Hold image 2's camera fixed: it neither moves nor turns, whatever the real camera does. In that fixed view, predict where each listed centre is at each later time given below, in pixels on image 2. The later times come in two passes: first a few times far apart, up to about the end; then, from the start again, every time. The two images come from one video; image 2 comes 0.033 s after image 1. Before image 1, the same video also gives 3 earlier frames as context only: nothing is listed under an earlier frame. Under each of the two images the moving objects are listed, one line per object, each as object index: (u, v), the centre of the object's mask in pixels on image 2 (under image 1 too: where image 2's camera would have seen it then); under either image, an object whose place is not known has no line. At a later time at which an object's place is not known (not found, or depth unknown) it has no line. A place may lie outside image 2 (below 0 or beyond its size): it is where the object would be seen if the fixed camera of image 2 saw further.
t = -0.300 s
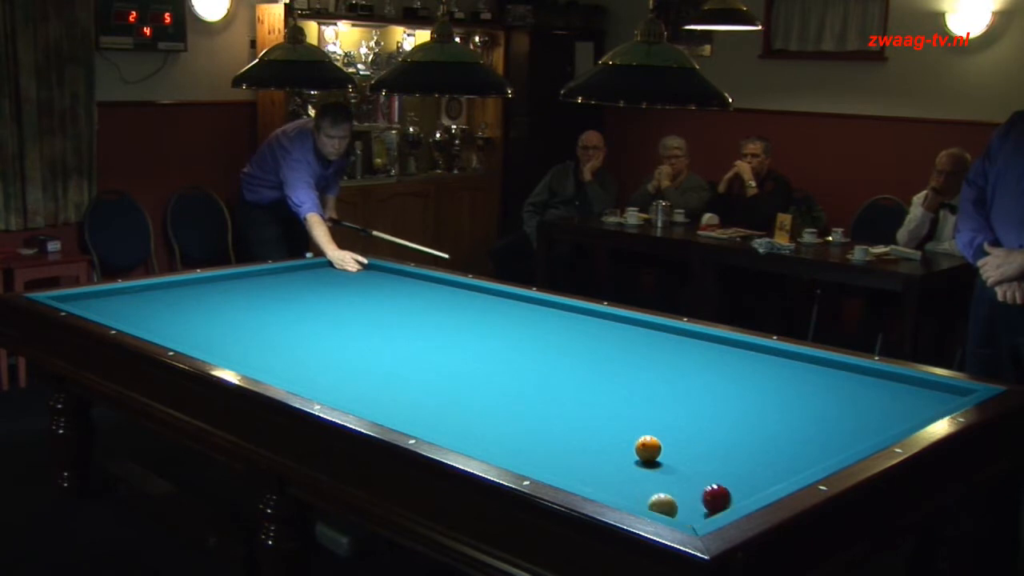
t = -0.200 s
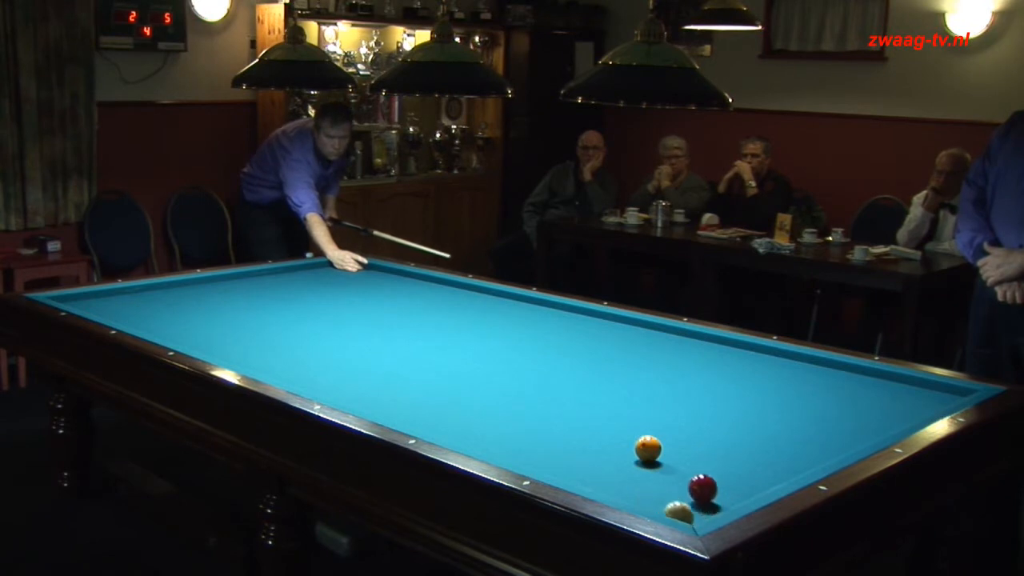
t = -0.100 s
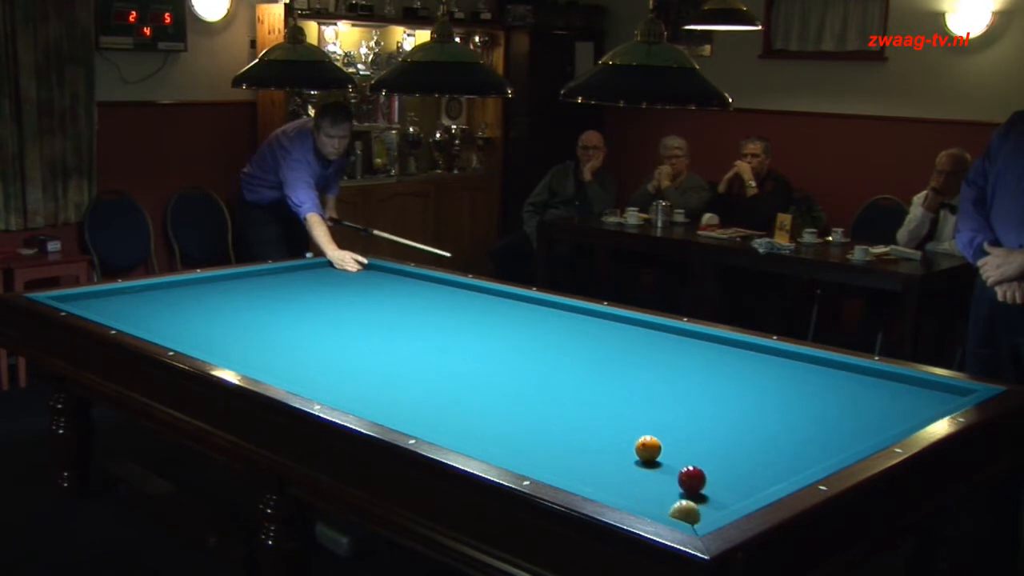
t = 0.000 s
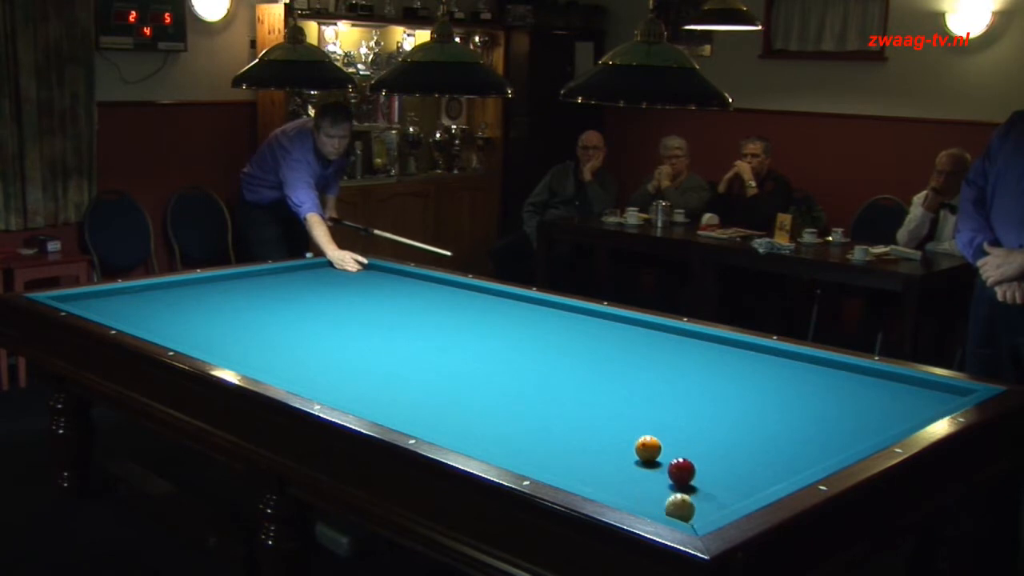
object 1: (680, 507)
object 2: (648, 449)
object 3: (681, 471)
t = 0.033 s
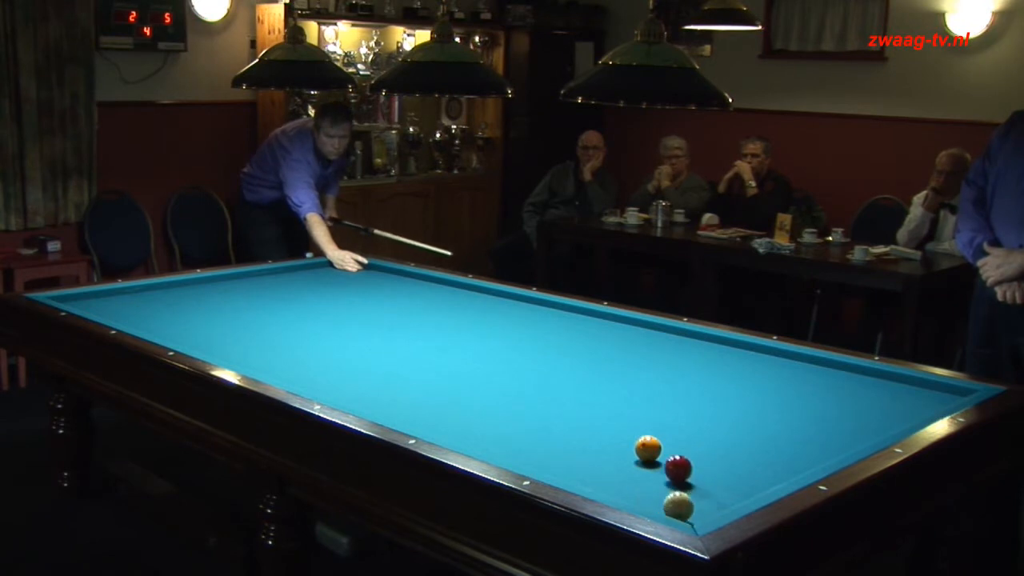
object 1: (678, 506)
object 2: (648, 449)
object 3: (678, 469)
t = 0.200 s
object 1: (671, 497)
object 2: (644, 447)
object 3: (663, 458)
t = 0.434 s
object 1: (663, 484)
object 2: (629, 437)
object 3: (663, 452)
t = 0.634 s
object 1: (656, 474)
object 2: (617, 429)
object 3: (663, 448)
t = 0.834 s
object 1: (650, 465)
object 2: (605, 422)
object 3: (662, 444)
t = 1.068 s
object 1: (644, 456)
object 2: (592, 414)
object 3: (662, 441)
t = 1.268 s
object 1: (639, 448)
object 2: (582, 407)
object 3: (662, 438)
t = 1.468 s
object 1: (634, 440)
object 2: (573, 401)
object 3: (661, 436)
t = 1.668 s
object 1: (629, 433)
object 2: (564, 396)
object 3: (661, 434)
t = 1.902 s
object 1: (625, 426)
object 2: (554, 390)
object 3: (661, 431)
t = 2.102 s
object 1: (621, 420)
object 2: (547, 385)
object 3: (661, 430)
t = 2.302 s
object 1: (617, 415)
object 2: (540, 380)
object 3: (661, 428)
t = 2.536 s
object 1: (613, 409)
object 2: (533, 376)
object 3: (661, 426)
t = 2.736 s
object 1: (610, 404)
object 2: (527, 372)
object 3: (661, 425)
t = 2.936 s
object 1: (607, 400)
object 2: (522, 368)
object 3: (661, 424)
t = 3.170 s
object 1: (604, 395)
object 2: (516, 364)
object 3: (661, 424)
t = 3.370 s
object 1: (602, 391)
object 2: (511, 361)
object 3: (661, 423)
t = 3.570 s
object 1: (600, 388)
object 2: (507, 358)
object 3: (661, 422)
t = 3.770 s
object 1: (598, 385)
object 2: (503, 355)
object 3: (661, 422)
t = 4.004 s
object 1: (596, 381)
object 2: (499, 352)
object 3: (661, 422)
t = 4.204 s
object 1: (595, 379)
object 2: (496, 350)
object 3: (661, 422)
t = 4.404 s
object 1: (593, 376)
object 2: (493, 348)
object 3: (661, 422)
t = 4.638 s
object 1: (592, 373)
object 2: (490, 345)
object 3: (662, 422)
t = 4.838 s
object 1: (591, 371)
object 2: (488, 344)
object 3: (661, 422)
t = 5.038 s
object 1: (591, 370)
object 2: (485, 342)
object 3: (662, 422)
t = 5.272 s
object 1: (589, 368)
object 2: (483, 340)
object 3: (662, 422)
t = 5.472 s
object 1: (589, 366)
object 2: (482, 339)
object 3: (662, 422)
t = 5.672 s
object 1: (588, 365)
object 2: (480, 338)
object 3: (661, 422)
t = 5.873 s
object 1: (588, 364)
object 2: (479, 337)
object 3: (662, 422)
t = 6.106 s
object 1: (588, 363)
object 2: (478, 336)
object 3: (662, 422)
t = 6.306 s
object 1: (588, 362)
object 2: (477, 336)
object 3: (662, 422)
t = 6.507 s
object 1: (588, 362)
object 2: (476, 335)
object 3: (661, 422)
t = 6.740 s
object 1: (588, 361)
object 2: (476, 334)
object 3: (662, 422)
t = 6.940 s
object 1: (588, 361)
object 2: (476, 334)
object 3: (662, 422)
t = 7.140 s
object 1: (588, 361)
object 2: (475, 334)
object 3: (661, 422)
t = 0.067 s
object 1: (677, 504)
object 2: (648, 449)
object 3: (674, 465)
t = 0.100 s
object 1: (675, 502)
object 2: (648, 449)
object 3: (671, 463)
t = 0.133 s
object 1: (674, 501)
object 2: (647, 448)
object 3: (668, 461)
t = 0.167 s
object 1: (673, 499)
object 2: (646, 447)
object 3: (665, 459)
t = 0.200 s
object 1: (671, 497)
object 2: (644, 447)
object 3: (663, 458)
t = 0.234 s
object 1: (670, 495)
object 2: (643, 445)
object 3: (664, 457)
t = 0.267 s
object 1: (669, 494)
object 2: (640, 444)
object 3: (664, 456)
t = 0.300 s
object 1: (668, 491)
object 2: (638, 443)
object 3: (663, 455)
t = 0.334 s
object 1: (667, 490)
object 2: (636, 441)
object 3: (663, 455)
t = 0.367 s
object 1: (665, 488)
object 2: (634, 440)
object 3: (663, 453)
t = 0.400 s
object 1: (664, 486)
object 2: (632, 438)
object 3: (663, 452)
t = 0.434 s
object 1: (663, 484)
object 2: (629, 437)
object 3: (663, 452)
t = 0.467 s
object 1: (662, 483)
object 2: (627, 436)
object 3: (663, 452)
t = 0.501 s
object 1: (661, 481)
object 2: (625, 434)
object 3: (663, 451)
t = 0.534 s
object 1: (660, 479)
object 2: (623, 433)
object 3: (663, 450)
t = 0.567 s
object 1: (659, 478)
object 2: (621, 432)
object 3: (663, 449)
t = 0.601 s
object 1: (657, 476)
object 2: (619, 431)
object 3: (663, 449)
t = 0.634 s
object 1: (656, 474)
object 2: (617, 429)
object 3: (663, 448)
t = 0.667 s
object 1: (655, 473)
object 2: (615, 428)
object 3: (662, 447)
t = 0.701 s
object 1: (654, 471)
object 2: (613, 426)
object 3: (662, 447)
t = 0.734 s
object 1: (653, 470)
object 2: (611, 425)
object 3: (662, 446)
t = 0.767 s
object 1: (652, 468)
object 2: (609, 424)
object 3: (662, 445)
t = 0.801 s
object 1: (651, 467)
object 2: (607, 423)
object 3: (663, 445)
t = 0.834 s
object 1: (650, 465)
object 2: (605, 422)
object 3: (662, 444)
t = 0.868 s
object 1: (649, 464)
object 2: (603, 420)
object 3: (662, 444)
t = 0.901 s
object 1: (648, 462)
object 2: (601, 419)
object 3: (662, 443)
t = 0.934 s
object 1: (647, 461)
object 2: (599, 418)
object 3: (662, 442)
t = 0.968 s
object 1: (646, 460)
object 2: (597, 417)
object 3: (662, 442)
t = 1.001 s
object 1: (646, 458)
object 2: (596, 416)
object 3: (662, 441)
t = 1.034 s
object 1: (645, 457)
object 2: (594, 415)
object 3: (662, 441)
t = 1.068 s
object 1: (644, 456)
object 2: (592, 414)
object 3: (662, 441)
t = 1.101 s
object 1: (643, 454)
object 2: (591, 412)
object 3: (662, 440)
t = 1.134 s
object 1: (642, 452)
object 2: (589, 411)
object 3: (662, 440)
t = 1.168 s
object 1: (641, 451)
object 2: (587, 410)
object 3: (662, 439)
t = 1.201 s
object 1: (640, 450)
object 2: (585, 409)
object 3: (662, 439)
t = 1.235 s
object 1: (640, 449)
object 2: (584, 408)
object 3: (662, 439)
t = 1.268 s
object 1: (639, 448)
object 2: (582, 407)
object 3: (662, 438)
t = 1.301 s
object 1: (638, 446)
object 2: (580, 406)
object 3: (661, 438)
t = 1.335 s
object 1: (637, 445)
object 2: (579, 405)
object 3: (661, 437)
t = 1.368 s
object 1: (636, 444)
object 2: (577, 404)
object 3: (661, 437)
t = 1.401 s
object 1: (636, 443)
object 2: (576, 403)
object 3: (661, 437)
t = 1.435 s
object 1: (635, 441)
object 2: (574, 402)
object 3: (661, 436)
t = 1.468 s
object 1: (634, 440)
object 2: (573, 401)
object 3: (661, 436)
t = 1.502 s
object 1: (633, 439)
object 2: (571, 400)
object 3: (661, 435)
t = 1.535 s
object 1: (633, 438)
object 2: (569, 399)
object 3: (661, 435)
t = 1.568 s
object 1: (632, 437)
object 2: (568, 398)
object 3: (661, 435)
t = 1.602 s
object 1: (631, 436)
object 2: (566, 397)
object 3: (661, 434)
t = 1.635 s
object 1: (630, 435)
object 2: (565, 397)
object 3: (661, 434)
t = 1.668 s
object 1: (629, 433)
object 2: (564, 396)
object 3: (661, 434)
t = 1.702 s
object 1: (629, 432)
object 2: (562, 395)
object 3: (661, 433)
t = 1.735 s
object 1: (628, 431)
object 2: (561, 394)
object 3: (661, 433)
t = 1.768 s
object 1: (628, 430)
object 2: (560, 393)
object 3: (661, 433)
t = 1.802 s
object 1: (627, 429)
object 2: (558, 392)
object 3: (661, 432)
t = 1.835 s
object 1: (626, 428)
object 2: (557, 391)
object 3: (661, 432)
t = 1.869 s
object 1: (625, 427)
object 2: (556, 391)
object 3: (661, 432)
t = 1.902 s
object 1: (625, 426)
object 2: (554, 390)
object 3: (661, 431)
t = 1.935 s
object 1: (624, 425)
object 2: (553, 389)
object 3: (661, 431)
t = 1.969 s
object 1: (623, 424)
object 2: (552, 388)
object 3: (661, 431)
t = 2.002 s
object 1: (623, 423)
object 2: (551, 387)
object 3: (661, 430)
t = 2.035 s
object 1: (622, 423)
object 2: (549, 386)
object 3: (661, 430)
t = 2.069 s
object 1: (621, 421)
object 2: (548, 386)
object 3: (661, 430)
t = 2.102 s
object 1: (621, 420)
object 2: (547, 385)
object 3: (661, 430)
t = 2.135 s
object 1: (620, 420)
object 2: (546, 384)
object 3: (661, 429)
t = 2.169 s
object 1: (620, 419)
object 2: (545, 383)
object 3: (661, 429)
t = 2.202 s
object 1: (619, 417)
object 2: (544, 383)
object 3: (661, 429)
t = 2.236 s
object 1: (618, 417)
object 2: (542, 382)
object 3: (661, 429)
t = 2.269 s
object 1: (618, 416)
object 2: (541, 381)
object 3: (661, 428)
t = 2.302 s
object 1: (617, 415)
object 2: (540, 380)
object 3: (661, 428)
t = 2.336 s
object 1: (617, 414)
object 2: (539, 380)
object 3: (661, 428)
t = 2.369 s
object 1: (616, 413)
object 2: (538, 379)
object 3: (661, 428)
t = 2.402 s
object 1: (616, 412)
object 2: (537, 378)
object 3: (661, 427)
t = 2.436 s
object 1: (615, 411)
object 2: (536, 377)
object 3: (661, 427)
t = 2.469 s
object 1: (614, 410)
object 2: (535, 377)
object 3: (661, 427)
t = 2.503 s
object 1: (614, 410)
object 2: (534, 376)
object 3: (661, 427)
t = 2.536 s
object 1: (613, 409)
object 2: (533, 376)
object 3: (661, 426)
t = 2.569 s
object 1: (613, 408)
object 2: (532, 375)
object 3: (661, 426)
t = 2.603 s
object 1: (612, 407)
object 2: (531, 374)
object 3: (661, 426)
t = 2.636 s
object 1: (612, 407)
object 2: (530, 374)
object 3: (661, 426)
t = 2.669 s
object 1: (611, 406)
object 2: (529, 373)
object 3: (661, 425)
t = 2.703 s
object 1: (611, 405)
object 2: (528, 372)
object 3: (661, 425)
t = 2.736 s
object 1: (610, 404)
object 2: (527, 372)
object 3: (661, 425)
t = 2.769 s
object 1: (610, 404)
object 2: (526, 371)
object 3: (661, 425)
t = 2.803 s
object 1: (609, 403)
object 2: (525, 371)
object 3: (661, 425)
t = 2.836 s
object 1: (609, 402)
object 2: (524, 370)
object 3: (661, 425)
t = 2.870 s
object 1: (608, 401)
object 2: (523, 369)
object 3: (661, 425)
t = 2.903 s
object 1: (608, 400)
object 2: (522, 369)
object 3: (661, 424)
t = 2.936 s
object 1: (607, 400)
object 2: (522, 368)
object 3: (661, 424)
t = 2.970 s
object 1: (607, 399)
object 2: (521, 367)
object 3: (661, 424)
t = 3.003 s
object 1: (606, 399)
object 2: (520, 367)
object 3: (661, 424)
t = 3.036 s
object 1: (606, 398)
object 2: (519, 366)
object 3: (661, 424)
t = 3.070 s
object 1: (605, 397)
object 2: (518, 366)
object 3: (661, 424)
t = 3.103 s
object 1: (605, 397)
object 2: (517, 365)
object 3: (661, 424)
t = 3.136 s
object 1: (605, 396)
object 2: (516, 365)
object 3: (661, 424)
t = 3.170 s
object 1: (604, 395)
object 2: (516, 364)
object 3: (661, 424)
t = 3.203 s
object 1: (604, 395)
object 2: (515, 364)
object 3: (661, 423)
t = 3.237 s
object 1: (603, 394)
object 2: (514, 363)
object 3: (661, 424)
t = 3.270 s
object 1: (603, 393)
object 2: (513, 362)
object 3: (661, 423)
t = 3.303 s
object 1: (603, 393)
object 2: (513, 362)
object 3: (661, 423)
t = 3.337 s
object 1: (602, 392)
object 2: (512, 361)
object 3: (661, 423)
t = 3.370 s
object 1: (602, 391)
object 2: (511, 361)
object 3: (661, 423)
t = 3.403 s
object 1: (601, 391)
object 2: (510, 360)
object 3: (661, 423)
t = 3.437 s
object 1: (601, 390)
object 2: (510, 360)
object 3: (661, 423)
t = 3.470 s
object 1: (601, 390)
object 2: (509, 359)
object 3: (661, 423)
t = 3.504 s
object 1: (600, 389)
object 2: (508, 359)
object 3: (661, 423)
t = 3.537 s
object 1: (600, 388)
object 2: (508, 359)
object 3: (661, 422)
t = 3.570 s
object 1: (600, 388)
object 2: (507, 358)
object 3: (661, 422)
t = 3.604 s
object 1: (599, 387)
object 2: (506, 358)
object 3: (661, 422)
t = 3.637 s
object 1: (599, 387)
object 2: (506, 357)
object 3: (661, 422)
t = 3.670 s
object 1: (599, 386)
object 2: (505, 357)
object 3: (661, 422)
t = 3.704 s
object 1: (598, 386)
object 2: (504, 356)
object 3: (661, 422)
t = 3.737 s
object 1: (598, 385)
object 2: (504, 356)
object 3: (661, 422)
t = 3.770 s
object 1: (598, 385)
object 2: (503, 355)
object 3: (661, 422)
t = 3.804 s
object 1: (597, 384)
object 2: (502, 355)
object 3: (661, 422)
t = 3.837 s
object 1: (597, 384)
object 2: (502, 355)
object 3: (661, 422)
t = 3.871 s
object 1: (597, 383)
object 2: (501, 354)
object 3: (661, 422)
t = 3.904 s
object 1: (597, 383)
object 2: (501, 354)
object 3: (661, 422)
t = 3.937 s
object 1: (596, 382)
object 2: (500, 353)
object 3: (661, 422)
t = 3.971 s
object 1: (596, 382)
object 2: (499, 353)
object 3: (661, 422)
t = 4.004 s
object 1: (596, 381)
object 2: (499, 352)
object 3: (661, 422)
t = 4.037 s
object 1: (595, 381)
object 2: (499, 352)
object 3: (661, 422)
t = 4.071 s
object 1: (595, 380)
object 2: (498, 352)
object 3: (661, 422)
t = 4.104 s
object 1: (595, 380)
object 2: (498, 351)
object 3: (661, 422)
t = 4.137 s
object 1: (595, 379)
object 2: (497, 351)
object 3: (661, 422)
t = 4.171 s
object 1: (595, 379)
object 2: (496, 351)
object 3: (661, 422)
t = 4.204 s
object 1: (595, 379)
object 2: (496, 350)
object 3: (661, 422)
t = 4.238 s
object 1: (594, 378)
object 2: (495, 350)
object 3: (661, 422)
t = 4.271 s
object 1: (594, 378)
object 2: (495, 349)
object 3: (661, 422)
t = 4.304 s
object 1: (594, 377)
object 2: (494, 349)
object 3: (661, 422)
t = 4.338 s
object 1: (594, 377)
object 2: (494, 349)
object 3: (661, 422)
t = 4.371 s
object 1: (594, 377)
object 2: (493, 348)
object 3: (661, 422)
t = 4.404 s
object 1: (593, 376)
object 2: (493, 348)
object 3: (661, 422)
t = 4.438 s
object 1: (593, 376)
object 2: (492, 348)
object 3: (661, 422)
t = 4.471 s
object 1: (593, 375)
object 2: (492, 347)
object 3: (661, 422)
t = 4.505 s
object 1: (593, 375)
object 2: (492, 347)
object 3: (662, 422)
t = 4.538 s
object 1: (593, 374)
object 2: (491, 347)
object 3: (662, 422)
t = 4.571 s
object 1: (593, 374)
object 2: (491, 346)
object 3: (661, 422)
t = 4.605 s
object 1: (592, 374)
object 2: (490, 346)
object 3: (661, 422)
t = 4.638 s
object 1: (592, 373)
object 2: (490, 345)
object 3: (662, 422)
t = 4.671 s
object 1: (592, 373)
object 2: (489, 345)
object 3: (662, 422)
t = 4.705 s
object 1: (592, 373)
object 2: (489, 345)
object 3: (662, 422)
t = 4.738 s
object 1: (592, 372)
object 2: (489, 345)
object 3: (661, 422)
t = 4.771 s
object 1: (592, 372)
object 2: (488, 344)
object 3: (661, 422)
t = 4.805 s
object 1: (591, 372)
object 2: (488, 344)
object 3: (661, 422)
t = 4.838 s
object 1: (591, 371)
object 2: (488, 344)
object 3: (661, 422)
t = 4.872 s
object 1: (591, 371)
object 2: (487, 343)
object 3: (661, 422)
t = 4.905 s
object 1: (591, 371)
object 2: (487, 343)
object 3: (662, 422)
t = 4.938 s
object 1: (591, 371)
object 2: (486, 343)
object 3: (661, 422)
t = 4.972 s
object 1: (591, 370)
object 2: (486, 343)
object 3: (661, 422)
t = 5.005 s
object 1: (590, 370)
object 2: (486, 342)
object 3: (661, 422)
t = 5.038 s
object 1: (591, 370)
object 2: (485, 342)
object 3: (662, 422)
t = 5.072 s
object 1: (590, 369)
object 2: (485, 342)
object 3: (662, 422)
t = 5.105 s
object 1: (590, 369)
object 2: (485, 342)
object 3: (661, 422)
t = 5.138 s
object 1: (590, 369)
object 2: (484, 341)
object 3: (662, 422)
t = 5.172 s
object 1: (590, 368)
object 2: (484, 341)
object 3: (661, 422)
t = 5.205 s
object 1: (590, 368)
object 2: (484, 341)
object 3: (662, 422)
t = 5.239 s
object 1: (589, 368)
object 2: (483, 341)
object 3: (661, 422)
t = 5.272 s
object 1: (589, 368)
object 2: (483, 340)
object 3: (662, 422)
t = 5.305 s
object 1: (589, 367)
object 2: (483, 340)
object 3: (661, 422)
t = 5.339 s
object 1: (589, 367)
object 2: (483, 340)
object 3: (662, 422)
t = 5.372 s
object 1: (589, 367)
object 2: (482, 340)
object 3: (661, 422)
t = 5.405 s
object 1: (589, 367)
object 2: (482, 340)
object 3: (661, 422)
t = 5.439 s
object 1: (589, 367)
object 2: (482, 339)
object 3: (661, 422)
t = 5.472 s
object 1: (589, 366)
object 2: (482, 339)
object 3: (662, 422)
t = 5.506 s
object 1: (589, 366)
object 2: (482, 339)
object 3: (662, 422)
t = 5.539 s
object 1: (589, 366)
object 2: (481, 339)
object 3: (662, 422)
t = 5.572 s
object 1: (589, 366)
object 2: (481, 339)
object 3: (661, 422)
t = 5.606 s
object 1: (589, 365)
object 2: (481, 339)
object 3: (661, 422)
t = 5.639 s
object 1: (589, 365)
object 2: (481, 338)
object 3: (661, 422)
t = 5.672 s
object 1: (588, 365)
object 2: (480, 338)
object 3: (661, 422)
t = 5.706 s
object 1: (588, 365)
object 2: (480, 338)
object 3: (662, 422)
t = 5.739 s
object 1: (588, 364)
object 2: (480, 338)
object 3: (662, 422)
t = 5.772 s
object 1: (588, 364)
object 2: (480, 338)
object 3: (661, 422)
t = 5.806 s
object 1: (588, 364)
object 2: (479, 337)
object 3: (661, 422)
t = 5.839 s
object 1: (588, 364)
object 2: (479, 337)
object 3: (661, 422)
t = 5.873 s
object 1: (588, 364)
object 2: (479, 337)
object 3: (662, 422)
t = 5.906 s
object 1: (588, 364)
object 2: (479, 337)
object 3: (662, 422)
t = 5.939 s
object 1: (588, 364)
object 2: (479, 337)
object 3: (661, 422)
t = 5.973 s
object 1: (588, 363)
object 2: (479, 337)
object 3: (662, 422)
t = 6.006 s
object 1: (588, 363)
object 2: (478, 336)
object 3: (661, 422)
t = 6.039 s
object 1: (588, 363)
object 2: (478, 336)
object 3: (661, 422)
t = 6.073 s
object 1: (588, 363)
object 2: (478, 336)
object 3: (661, 422)
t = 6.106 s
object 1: (588, 363)
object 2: (478, 336)
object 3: (662, 422)
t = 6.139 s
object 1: (588, 362)
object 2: (477, 336)
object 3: (662, 422)
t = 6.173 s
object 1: (588, 362)
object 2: (477, 336)
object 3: (661, 422)
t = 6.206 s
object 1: (588, 362)
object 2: (477, 336)
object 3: (661, 422)
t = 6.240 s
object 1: (588, 362)
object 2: (477, 336)
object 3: (661, 422)
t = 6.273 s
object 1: (588, 362)
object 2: (477, 336)
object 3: (662, 422)
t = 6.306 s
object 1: (588, 362)
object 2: (477, 336)
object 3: (662, 422)
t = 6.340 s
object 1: (588, 362)
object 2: (477, 336)
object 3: (661, 422)
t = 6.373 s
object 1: (588, 362)
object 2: (477, 335)
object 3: (661, 422)
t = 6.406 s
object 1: (588, 362)
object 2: (477, 335)
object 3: (662, 422)
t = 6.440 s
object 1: (588, 362)
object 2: (477, 335)
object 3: (662, 422)
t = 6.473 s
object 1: (588, 362)
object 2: (476, 335)
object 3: (661, 422)
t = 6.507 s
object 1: (588, 362)
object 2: (476, 335)
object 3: (661, 422)
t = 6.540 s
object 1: (588, 361)
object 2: (476, 335)
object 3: (661, 422)
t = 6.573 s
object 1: (588, 361)
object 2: (476, 335)
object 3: (662, 422)
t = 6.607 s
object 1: (588, 361)
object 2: (476, 335)
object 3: (662, 422)
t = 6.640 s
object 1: (588, 361)
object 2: (476, 335)
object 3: (662, 422)
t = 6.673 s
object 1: (588, 361)
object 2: (476, 335)
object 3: (661, 422)
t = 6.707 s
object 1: (588, 361)
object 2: (476, 335)
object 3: (662, 422)
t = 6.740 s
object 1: (588, 361)
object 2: (476, 334)
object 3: (662, 422)
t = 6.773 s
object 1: (588, 361)
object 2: (476, 334)
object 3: (662, 422)
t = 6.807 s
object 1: (588, 361)
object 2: (476, 334)
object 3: (661, 422)
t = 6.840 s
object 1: (588, 361)
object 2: (476, 334)
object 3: (661, 422)
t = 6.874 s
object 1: (588, 361)
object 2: (476, 334)
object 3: (662, 422)
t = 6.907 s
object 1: (588, 361)
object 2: (476, 334)
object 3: (662, 422)
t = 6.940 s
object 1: (588, 361)
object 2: (476, 334)
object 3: (662, 422)
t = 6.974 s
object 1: (588, 361)
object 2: (476, 334)
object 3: (661, 422)
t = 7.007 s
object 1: (588, 361)
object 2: (476, 334)
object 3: (661, 422)
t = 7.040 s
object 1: (588, 361)
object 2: (475, 334)
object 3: (662, 422)
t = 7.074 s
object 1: (588, 361)
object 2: (475, 334)
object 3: (662, 422)
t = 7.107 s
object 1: (588, 361)
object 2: (475, 334)
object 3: (662, 422)
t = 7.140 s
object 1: (588, 361)
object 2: (475, 334)
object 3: (661, 422)
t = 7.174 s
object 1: (588, 361)
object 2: (475, 334)
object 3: (662, 422)
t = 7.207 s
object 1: (588, 361)
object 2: (475, 334)
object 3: (661, 422)
